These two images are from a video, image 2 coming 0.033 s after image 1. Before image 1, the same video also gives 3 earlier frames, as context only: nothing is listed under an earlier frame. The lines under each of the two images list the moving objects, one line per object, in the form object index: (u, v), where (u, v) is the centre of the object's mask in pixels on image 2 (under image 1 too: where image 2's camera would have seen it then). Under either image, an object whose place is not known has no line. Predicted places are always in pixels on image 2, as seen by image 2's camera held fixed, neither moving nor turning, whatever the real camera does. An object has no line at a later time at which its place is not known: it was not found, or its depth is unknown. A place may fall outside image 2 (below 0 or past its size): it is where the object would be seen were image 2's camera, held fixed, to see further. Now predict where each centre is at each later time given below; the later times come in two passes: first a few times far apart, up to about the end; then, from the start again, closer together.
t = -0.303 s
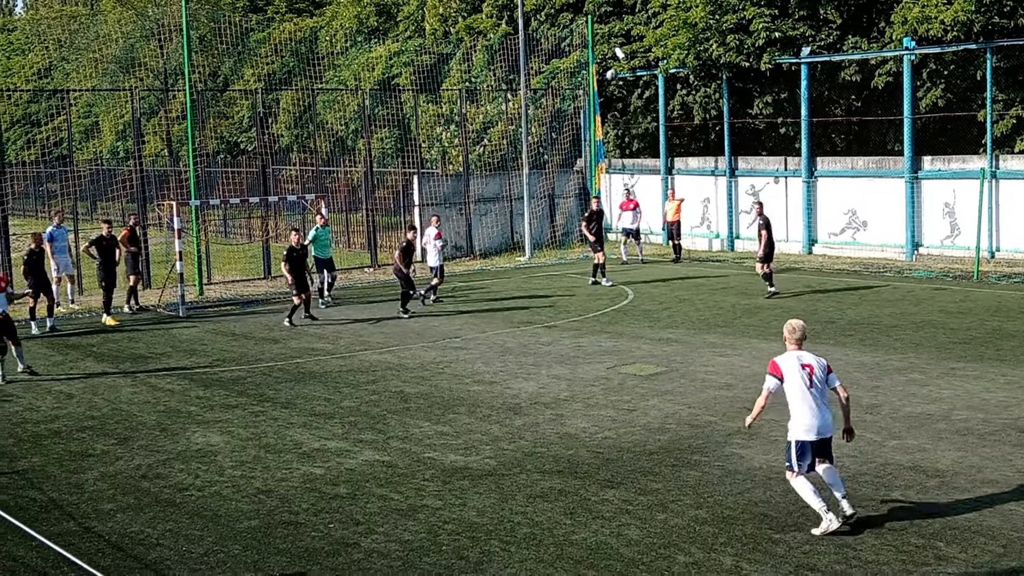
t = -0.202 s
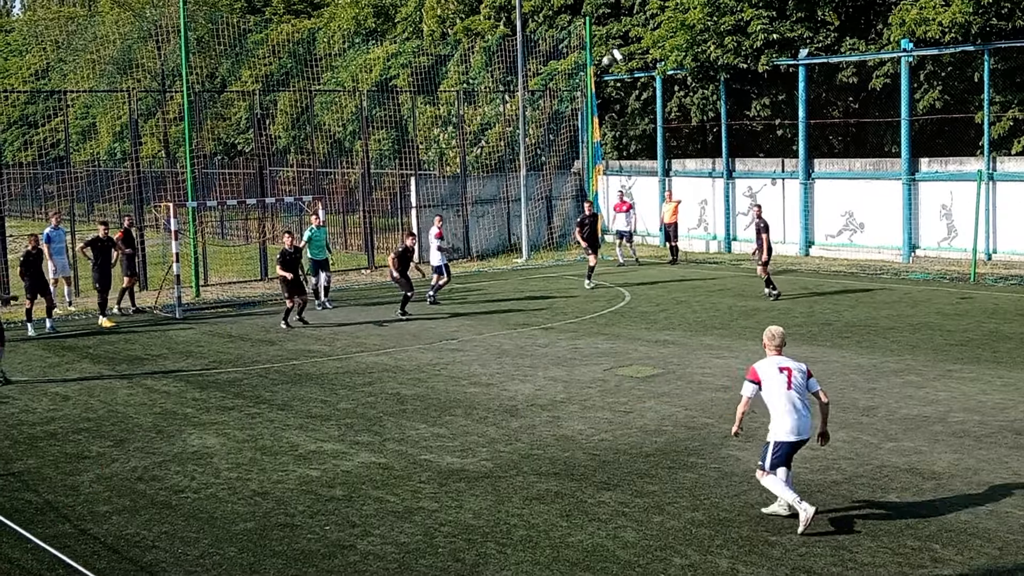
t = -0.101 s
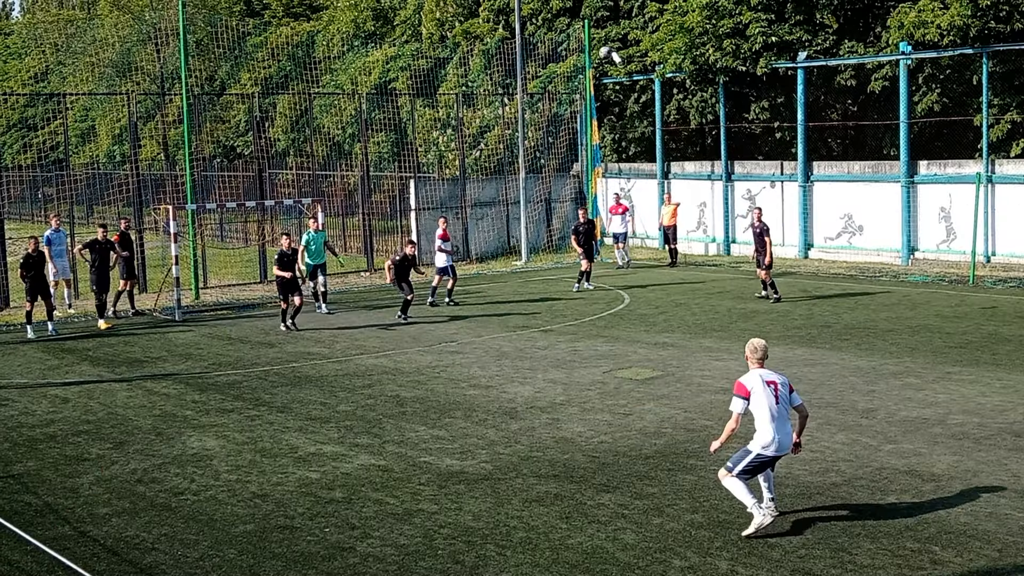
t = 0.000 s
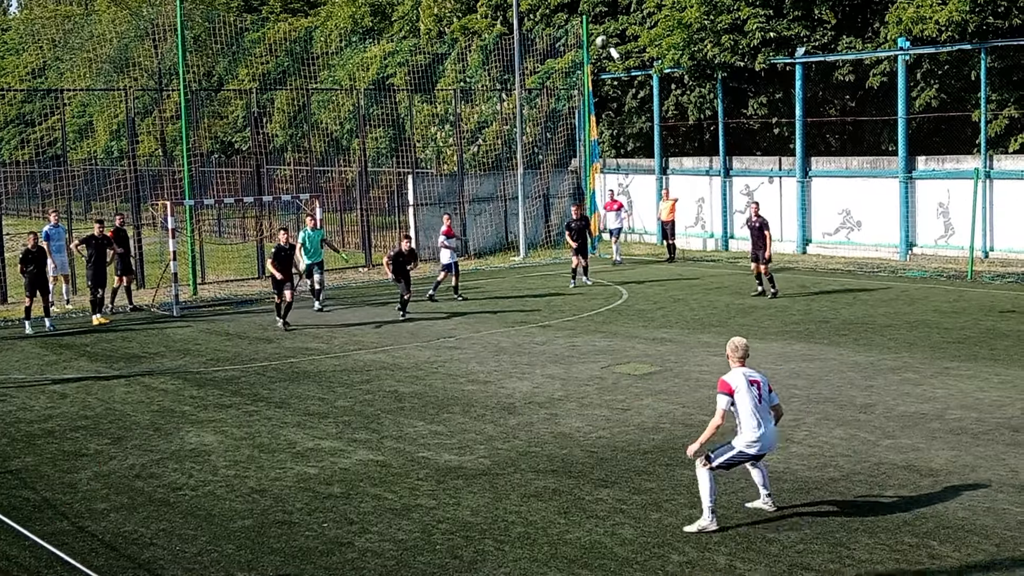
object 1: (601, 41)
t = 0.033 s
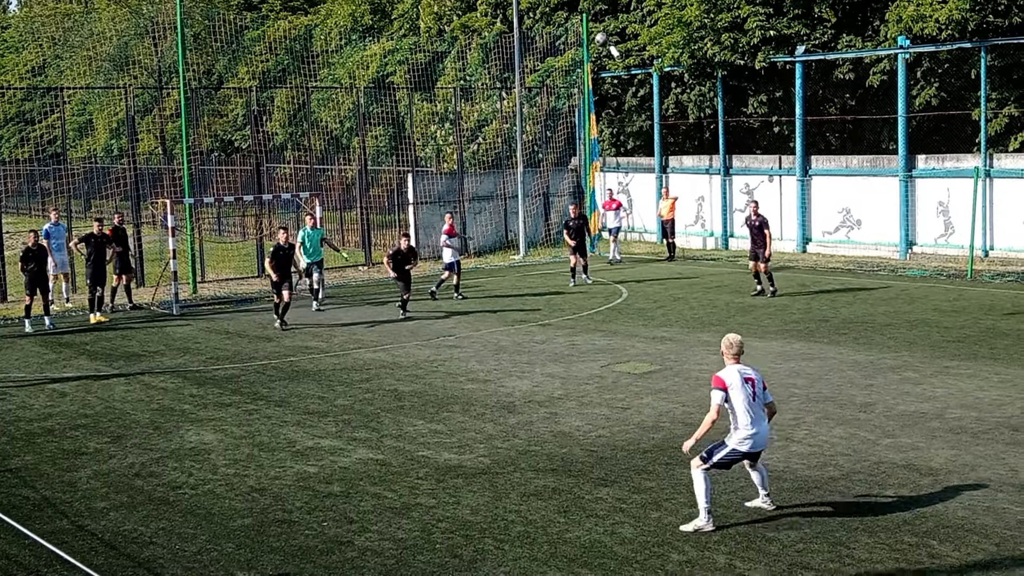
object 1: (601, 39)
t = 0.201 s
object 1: (601, 45)
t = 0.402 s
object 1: (602, 83)
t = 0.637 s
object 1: (614, 191)
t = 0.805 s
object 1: (623, 328)
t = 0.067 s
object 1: (601, 39)
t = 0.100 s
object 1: (601, 39)
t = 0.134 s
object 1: (600, 41)
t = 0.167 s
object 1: (600, 42)
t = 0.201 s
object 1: (601, 45)
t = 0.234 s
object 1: (601, 50)
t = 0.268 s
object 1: (601, 53)
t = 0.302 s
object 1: (600, 60)
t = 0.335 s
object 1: (601, 67)
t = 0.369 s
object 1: (603, 75)
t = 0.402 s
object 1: (602, 83)
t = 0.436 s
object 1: (605, 96)
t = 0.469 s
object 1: (606, 108)
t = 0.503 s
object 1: (606, 119)
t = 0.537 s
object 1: (608, 134)
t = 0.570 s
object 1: (610, 152)
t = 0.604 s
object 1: (612, 170)
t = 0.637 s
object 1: (614, 191)
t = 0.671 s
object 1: (615, 213)
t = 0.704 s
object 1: (619, 238)
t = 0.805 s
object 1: (623, 328)
